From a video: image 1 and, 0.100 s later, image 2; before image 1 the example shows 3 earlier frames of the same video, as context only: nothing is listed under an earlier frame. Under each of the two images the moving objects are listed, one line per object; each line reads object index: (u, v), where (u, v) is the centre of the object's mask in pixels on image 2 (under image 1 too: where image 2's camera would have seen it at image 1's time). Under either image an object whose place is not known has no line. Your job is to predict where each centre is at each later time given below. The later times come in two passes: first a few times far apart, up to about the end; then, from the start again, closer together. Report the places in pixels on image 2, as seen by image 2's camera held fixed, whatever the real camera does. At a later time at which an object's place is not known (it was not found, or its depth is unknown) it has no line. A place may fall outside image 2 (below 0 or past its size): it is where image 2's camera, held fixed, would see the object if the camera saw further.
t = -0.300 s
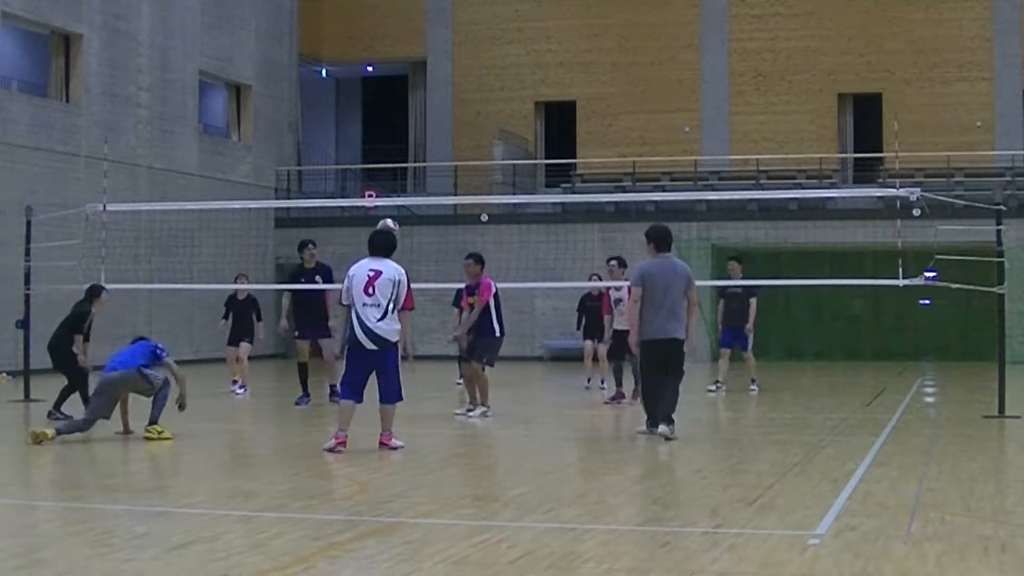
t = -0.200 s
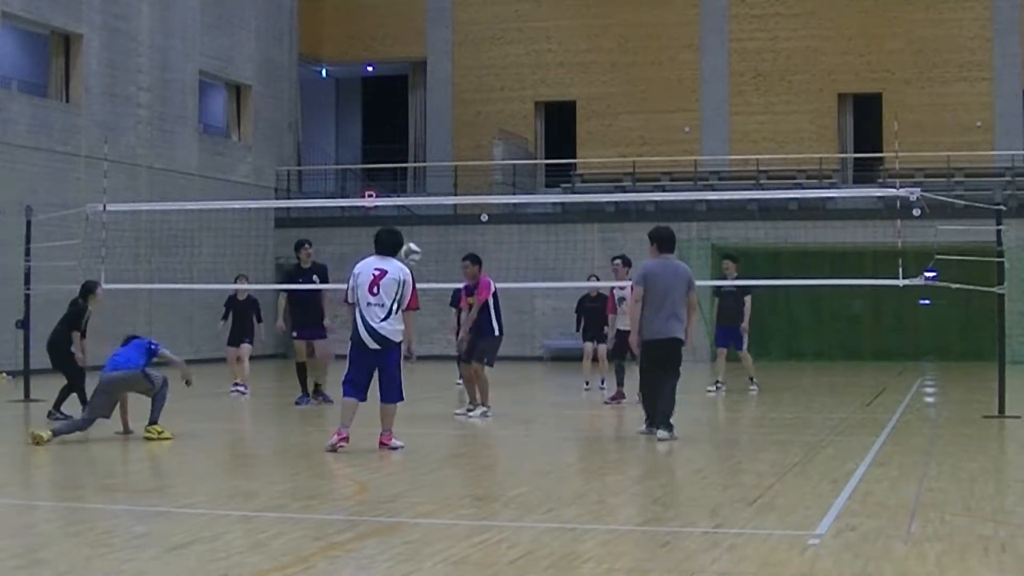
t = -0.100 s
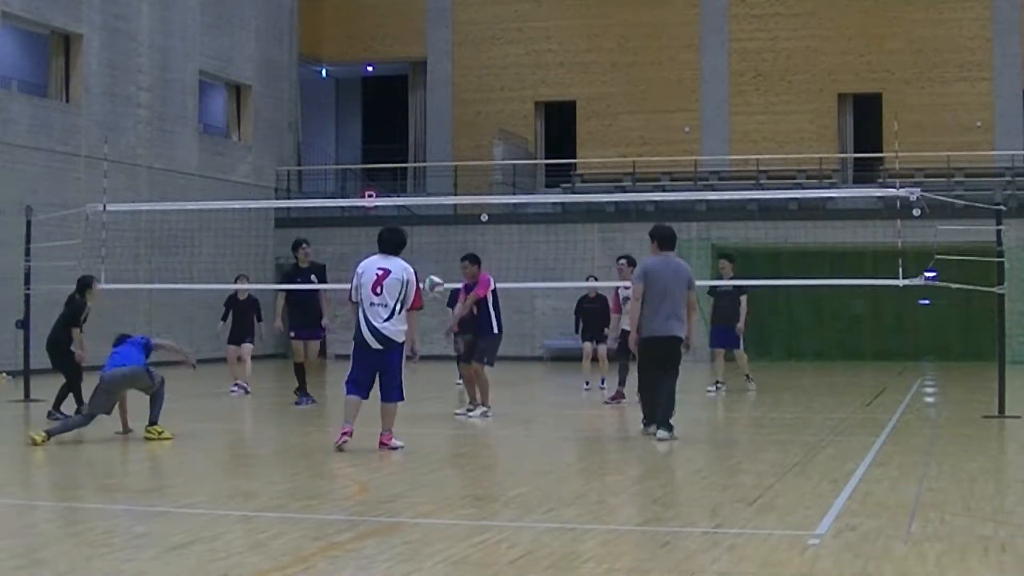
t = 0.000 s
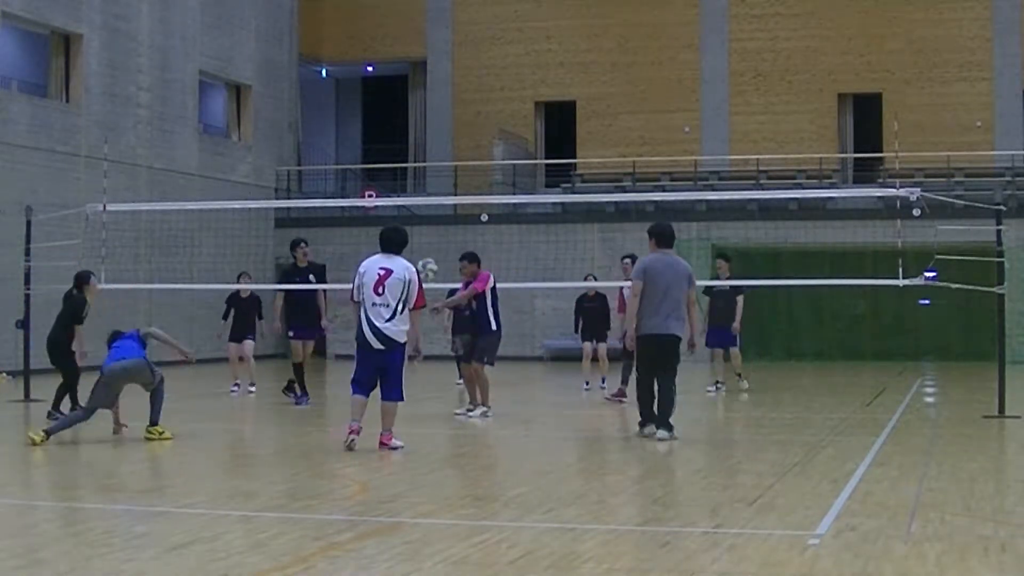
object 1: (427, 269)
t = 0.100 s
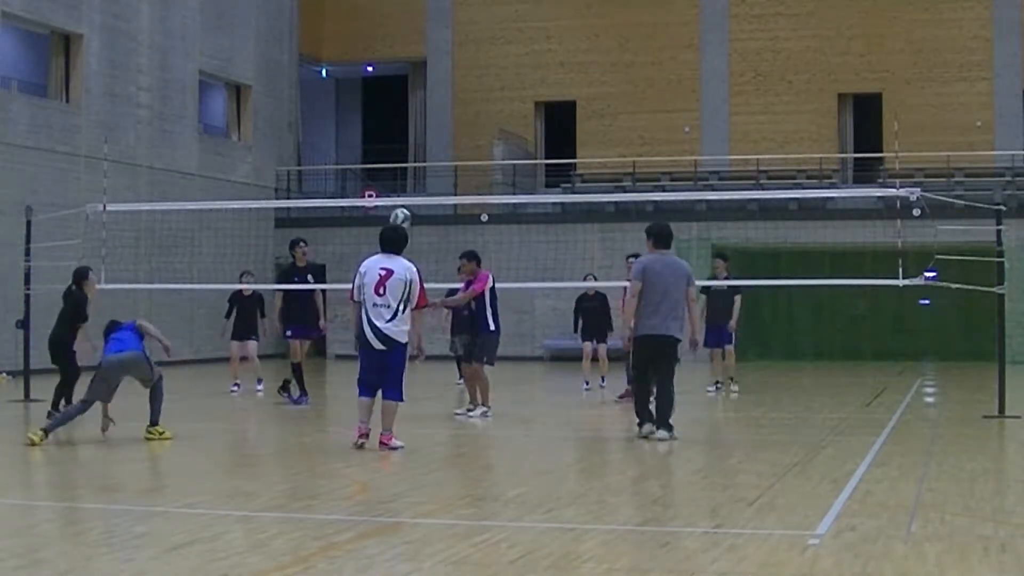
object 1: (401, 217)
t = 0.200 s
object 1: (375, 178)
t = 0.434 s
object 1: (318, 123)
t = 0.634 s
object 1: (272, 118)
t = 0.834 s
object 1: (227, 148)
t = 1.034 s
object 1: (185, 215)
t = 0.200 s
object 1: (375, 178)
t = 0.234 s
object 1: (366, 167)
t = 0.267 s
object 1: (357, 156)
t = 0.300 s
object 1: (350, 149)
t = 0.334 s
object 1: (342, 140)
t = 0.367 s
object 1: (334, 133)
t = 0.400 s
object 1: (326, 128)
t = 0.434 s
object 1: (318, 123)
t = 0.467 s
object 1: (310, 120)
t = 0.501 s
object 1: (303, 117)
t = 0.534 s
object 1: (295, 116)
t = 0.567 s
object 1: (287, 115)
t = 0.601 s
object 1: (279, 117)
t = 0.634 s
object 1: (272, 118)
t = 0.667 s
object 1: (264, 120)
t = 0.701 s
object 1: (257, 123)
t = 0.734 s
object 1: (249, 128)
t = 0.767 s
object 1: (241, 135)
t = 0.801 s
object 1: (234, 142)
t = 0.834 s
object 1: (227, 148)
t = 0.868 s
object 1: (220, 157)
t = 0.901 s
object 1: (213, 167)
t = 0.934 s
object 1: (206, 178)
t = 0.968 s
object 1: (198, 189)
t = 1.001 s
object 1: (191, 202)
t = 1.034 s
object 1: (185, 215)
